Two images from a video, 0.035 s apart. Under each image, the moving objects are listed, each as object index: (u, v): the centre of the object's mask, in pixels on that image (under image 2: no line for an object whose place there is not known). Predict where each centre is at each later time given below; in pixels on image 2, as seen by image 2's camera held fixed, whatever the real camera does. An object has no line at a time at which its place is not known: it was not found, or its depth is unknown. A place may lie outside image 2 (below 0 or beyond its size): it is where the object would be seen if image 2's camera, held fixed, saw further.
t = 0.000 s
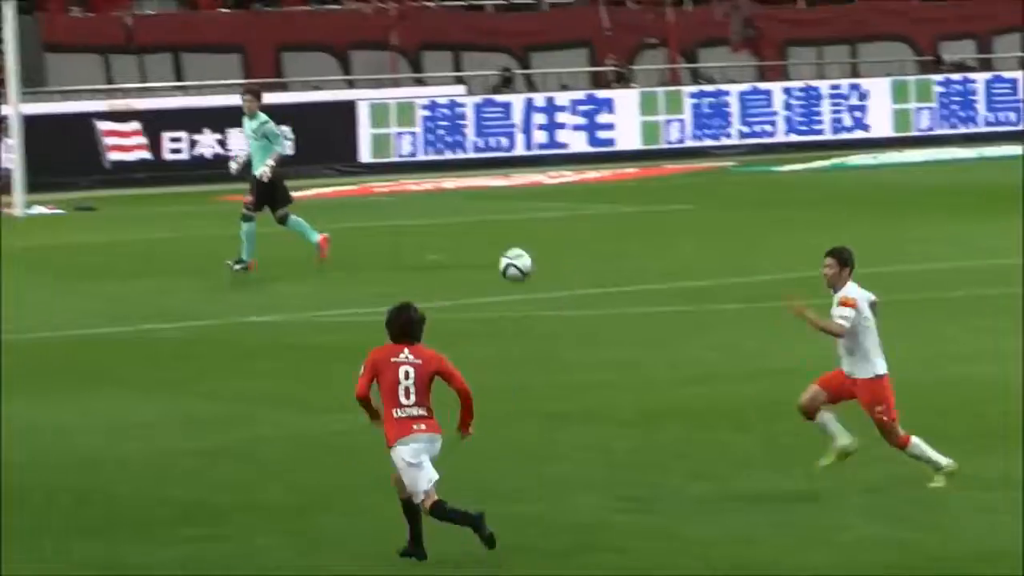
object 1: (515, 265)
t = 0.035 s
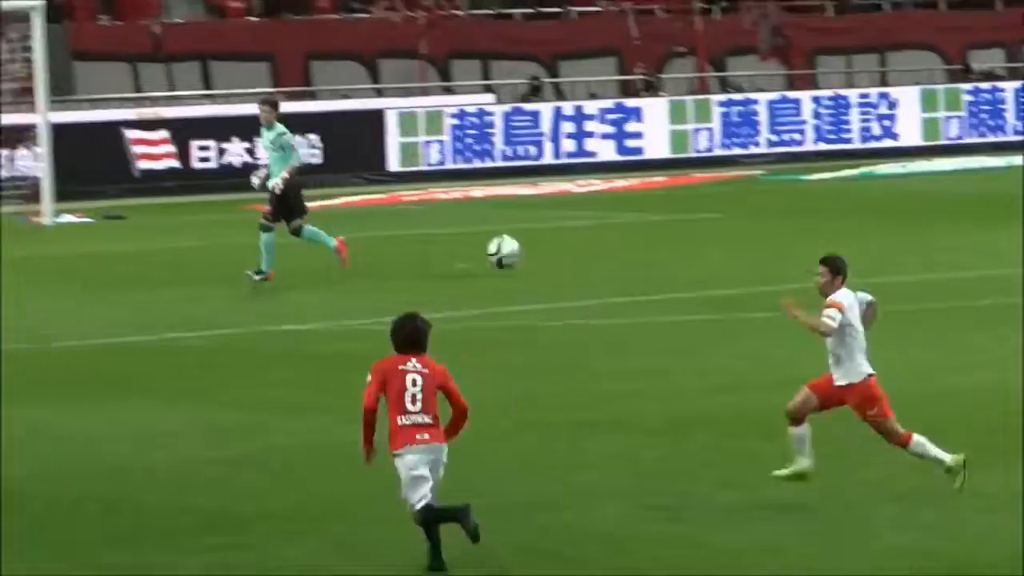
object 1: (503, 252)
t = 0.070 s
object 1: (464, 231)
